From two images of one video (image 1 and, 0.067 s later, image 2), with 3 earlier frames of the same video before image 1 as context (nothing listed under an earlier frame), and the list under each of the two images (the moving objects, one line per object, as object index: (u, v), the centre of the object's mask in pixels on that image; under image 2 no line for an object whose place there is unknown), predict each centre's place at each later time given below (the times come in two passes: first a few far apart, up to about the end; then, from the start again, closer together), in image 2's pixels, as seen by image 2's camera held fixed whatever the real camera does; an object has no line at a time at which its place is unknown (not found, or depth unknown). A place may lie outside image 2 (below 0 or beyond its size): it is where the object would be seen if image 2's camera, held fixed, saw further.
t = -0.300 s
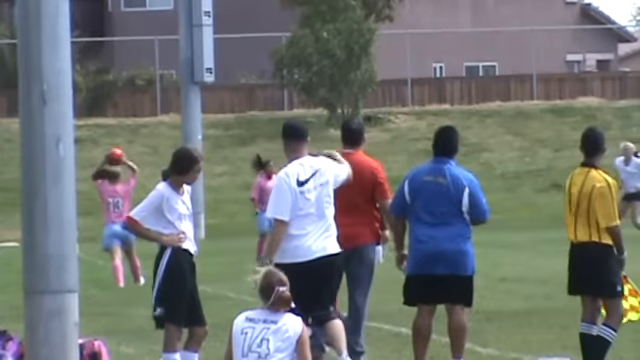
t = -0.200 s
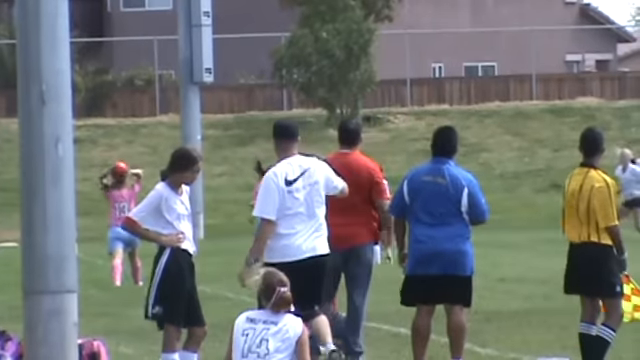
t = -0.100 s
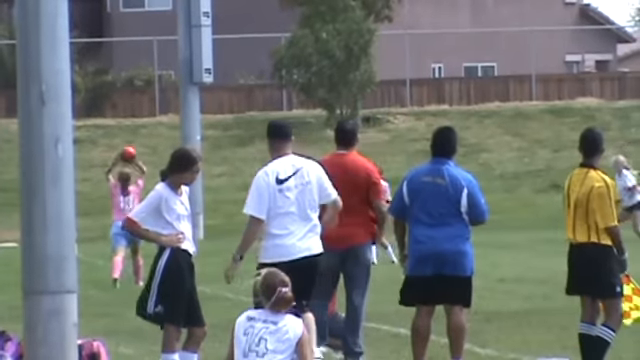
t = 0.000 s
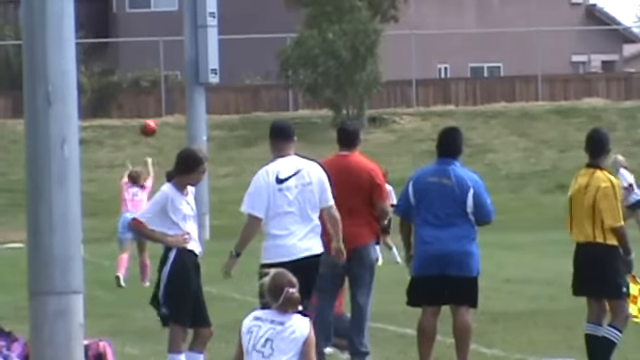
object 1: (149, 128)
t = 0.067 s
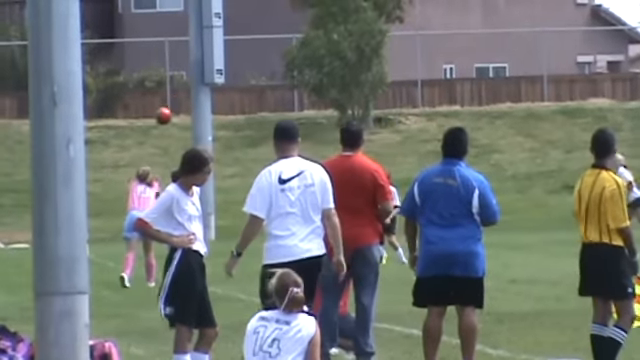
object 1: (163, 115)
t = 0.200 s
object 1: (182, 100)
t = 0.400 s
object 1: (206, 103)
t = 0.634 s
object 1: (233, 141)
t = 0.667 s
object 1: (236, 149)
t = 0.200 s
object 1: (182, 100)
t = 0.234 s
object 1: (186, 99)
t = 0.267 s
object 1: (190, 98)
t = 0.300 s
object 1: (194, 98)
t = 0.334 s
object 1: (198, 100)
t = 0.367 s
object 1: (203, 101)
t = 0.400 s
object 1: (206, 103)
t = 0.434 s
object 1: (210, 107)
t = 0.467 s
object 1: (214, 111)
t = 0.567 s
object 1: (226, 127)
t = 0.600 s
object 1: (230, 134)
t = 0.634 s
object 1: (233, 141)
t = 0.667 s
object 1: (236, 149)
